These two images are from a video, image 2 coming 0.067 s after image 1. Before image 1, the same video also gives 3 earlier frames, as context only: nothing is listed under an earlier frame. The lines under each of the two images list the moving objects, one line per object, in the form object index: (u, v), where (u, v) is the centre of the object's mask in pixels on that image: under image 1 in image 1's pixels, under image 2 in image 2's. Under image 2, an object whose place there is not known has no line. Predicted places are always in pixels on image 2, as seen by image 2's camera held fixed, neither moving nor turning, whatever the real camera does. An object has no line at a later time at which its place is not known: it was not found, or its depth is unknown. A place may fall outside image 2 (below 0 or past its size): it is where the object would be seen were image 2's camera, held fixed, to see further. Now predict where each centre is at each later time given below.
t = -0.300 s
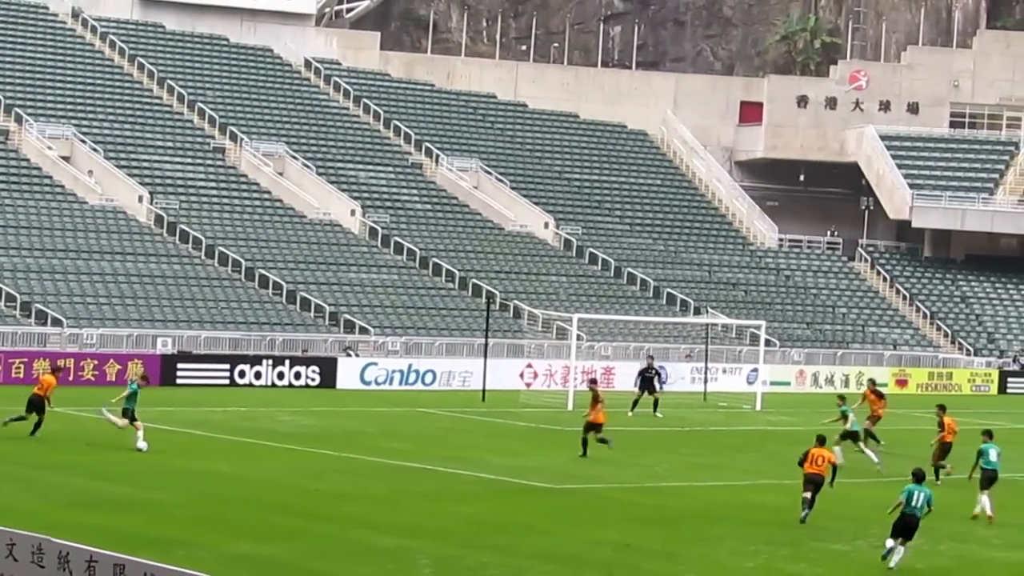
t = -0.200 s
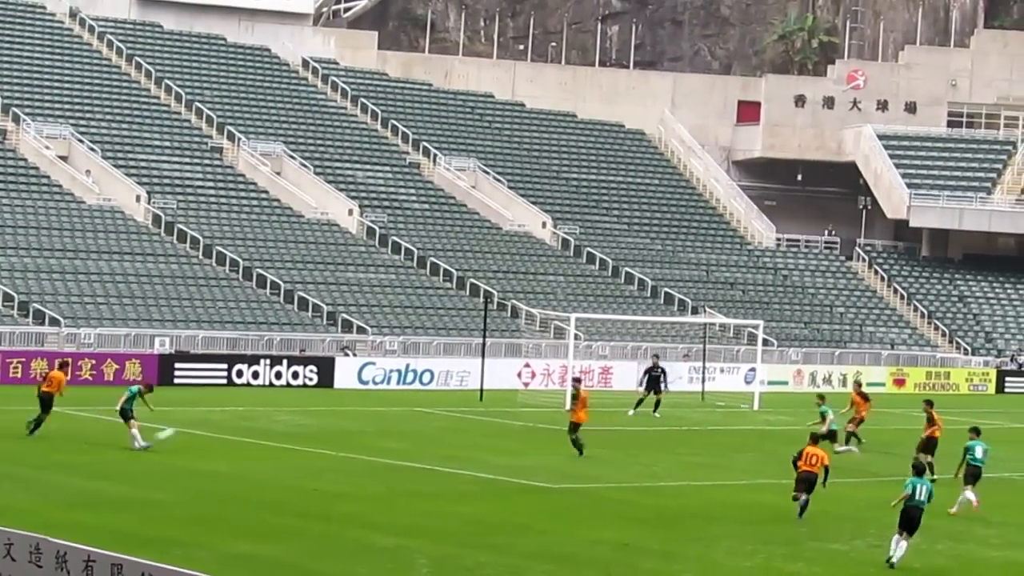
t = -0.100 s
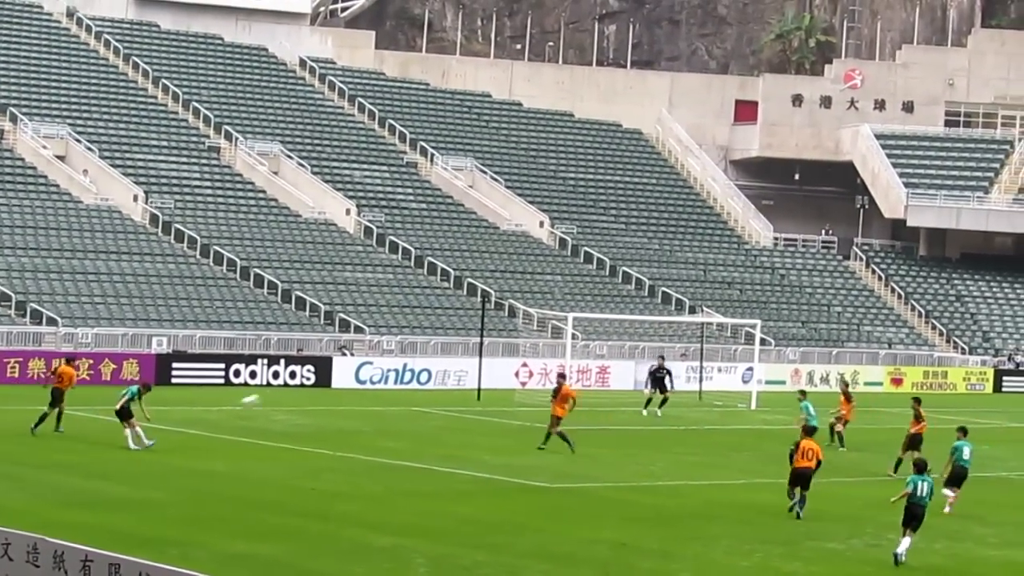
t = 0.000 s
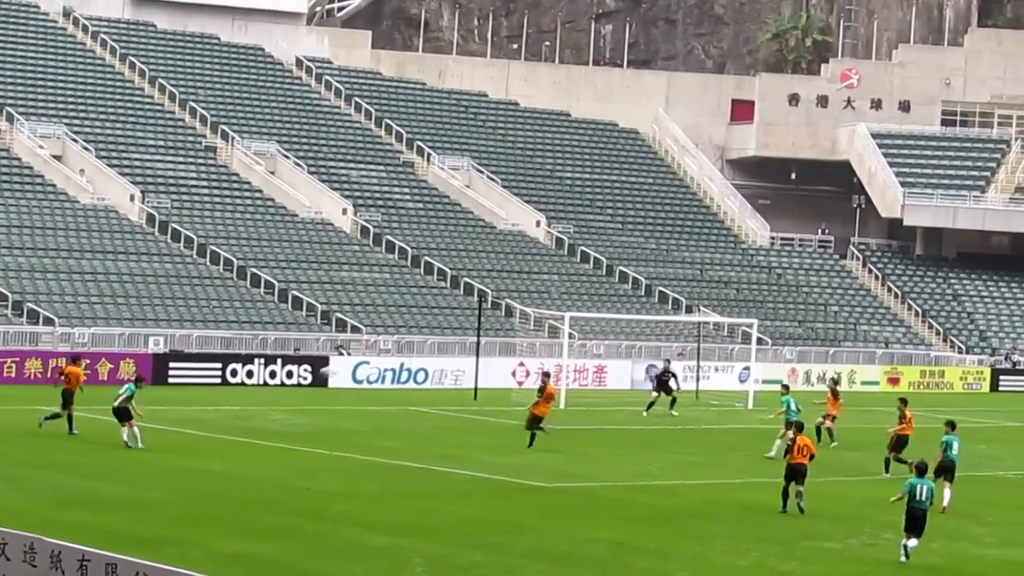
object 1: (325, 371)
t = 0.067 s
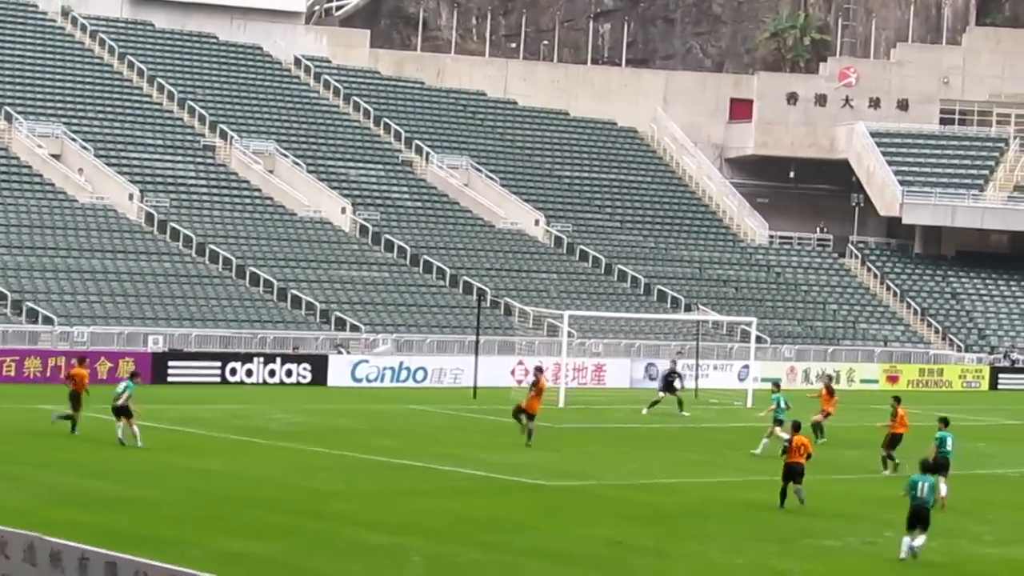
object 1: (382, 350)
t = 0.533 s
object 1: (700, 274)
